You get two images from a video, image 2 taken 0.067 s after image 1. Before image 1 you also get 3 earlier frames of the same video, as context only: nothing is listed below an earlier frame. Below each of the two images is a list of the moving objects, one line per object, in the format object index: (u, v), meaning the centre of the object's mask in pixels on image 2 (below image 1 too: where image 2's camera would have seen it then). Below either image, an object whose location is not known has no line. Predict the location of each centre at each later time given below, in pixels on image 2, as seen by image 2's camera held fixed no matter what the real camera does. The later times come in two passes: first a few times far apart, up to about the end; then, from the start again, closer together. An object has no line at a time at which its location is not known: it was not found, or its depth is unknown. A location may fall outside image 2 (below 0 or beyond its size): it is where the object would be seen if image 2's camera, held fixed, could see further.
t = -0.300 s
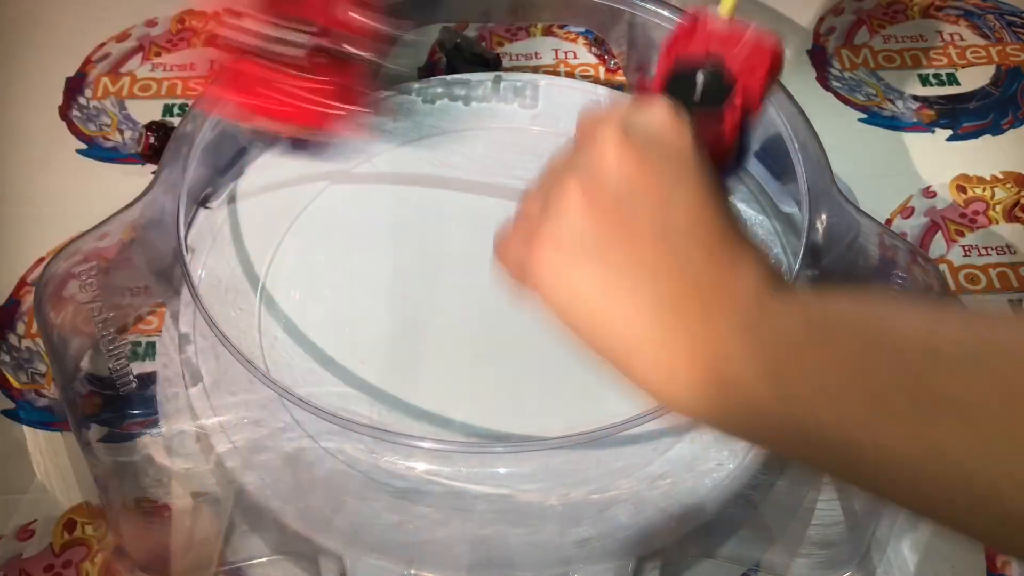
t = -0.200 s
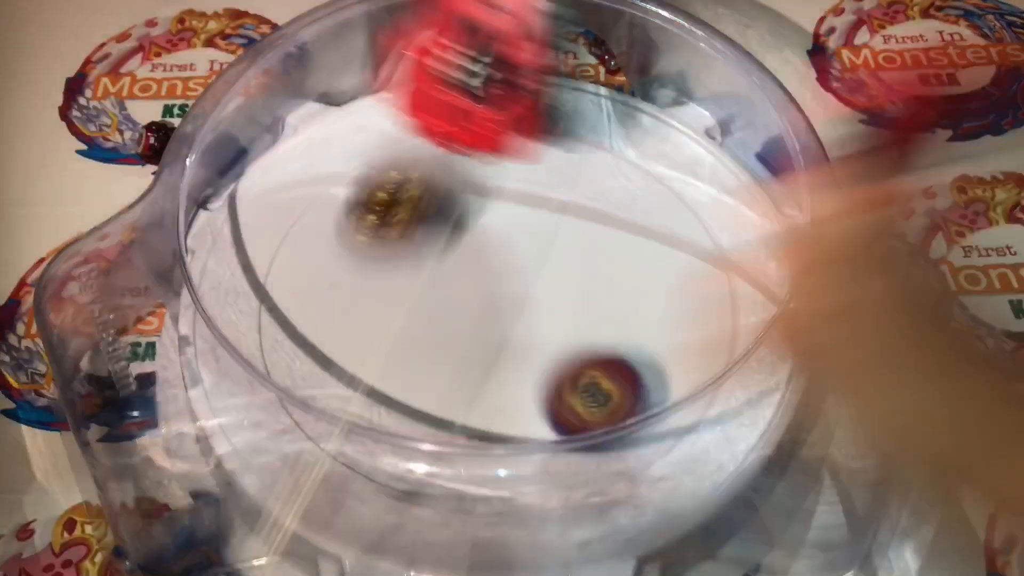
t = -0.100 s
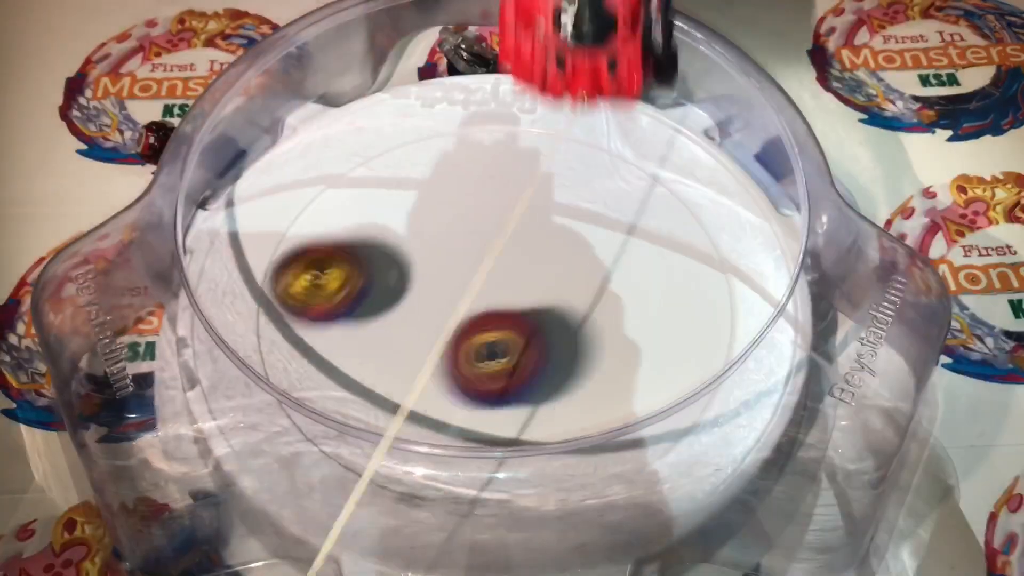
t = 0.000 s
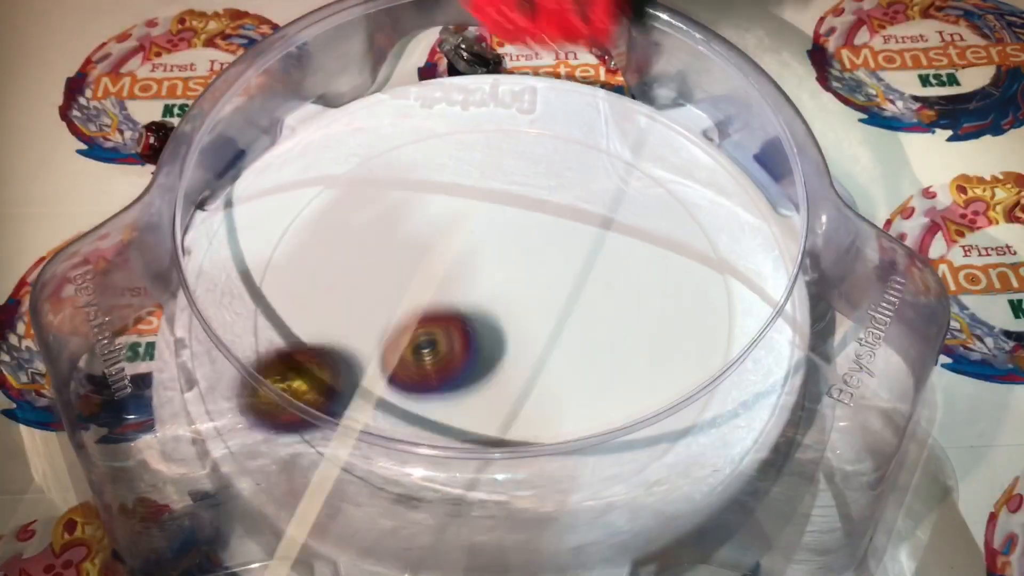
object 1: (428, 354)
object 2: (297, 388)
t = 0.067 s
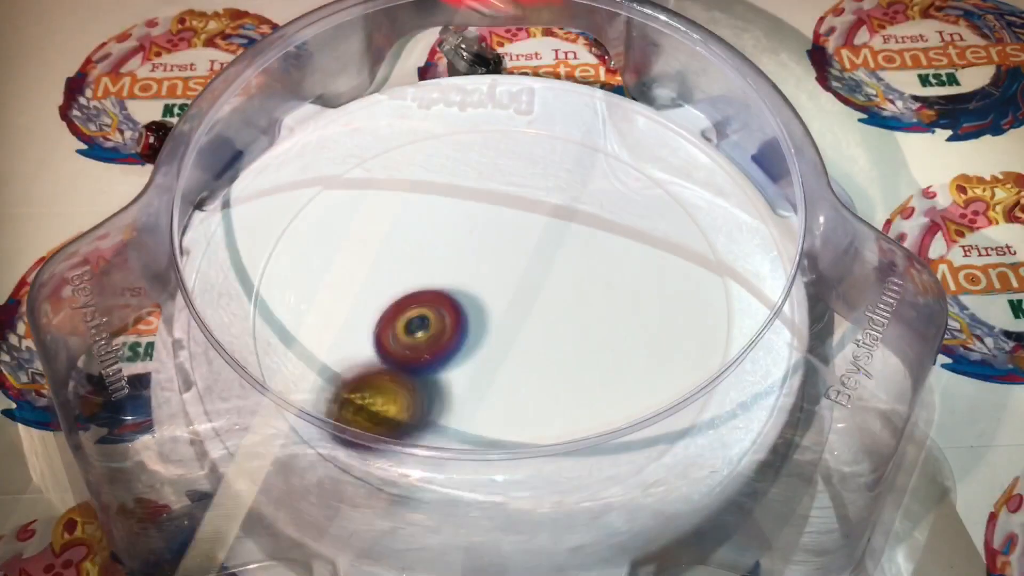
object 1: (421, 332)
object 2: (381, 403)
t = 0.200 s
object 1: (426, 289)
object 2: (570, 406)
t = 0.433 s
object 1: (472, 305)
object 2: (707, 177)
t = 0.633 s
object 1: (514, 396)
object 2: (464, 66)
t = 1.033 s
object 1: (580, 207)
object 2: (573, 498)
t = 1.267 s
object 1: (302, 221)
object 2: (685, 221)
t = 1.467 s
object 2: (358, 121)
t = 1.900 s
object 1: (570, 152)
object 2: (560, 389)
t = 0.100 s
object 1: (420, 317)
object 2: (422, 412)
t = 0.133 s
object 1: (420, 307)
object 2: (469, 417)
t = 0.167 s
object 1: (422, 296)
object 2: (520, 416)
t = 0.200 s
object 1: (426, 289)
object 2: (570, 406)
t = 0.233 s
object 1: (432, 283)
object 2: (619, 390)
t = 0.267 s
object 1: (439, 280)
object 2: (663, 362)
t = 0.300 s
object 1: (446, 279)
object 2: (695, 331)
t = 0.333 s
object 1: (453, 281)
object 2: (719, 294)
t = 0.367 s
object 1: (460, 286)
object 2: (727, 251)
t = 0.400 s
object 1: (466, 295)
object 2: (722, 214)
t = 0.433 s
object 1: (472, 305)
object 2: (707, 177)
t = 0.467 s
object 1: (476, 316)
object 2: (687, 143)
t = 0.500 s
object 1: (481, 330)
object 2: (656, 114)
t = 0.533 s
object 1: (485, 347)
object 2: (613, 97)
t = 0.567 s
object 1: (491, 365)
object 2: (567, 83)
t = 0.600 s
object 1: (501, 382)
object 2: (515, 72)
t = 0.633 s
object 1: (514, 396)
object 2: (464, 66)
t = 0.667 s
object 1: (531, 405)
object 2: (410, 68)
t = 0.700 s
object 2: (385, 101)
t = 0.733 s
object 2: (360, 143)
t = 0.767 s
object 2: (336, 192)
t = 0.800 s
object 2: (318, 243)
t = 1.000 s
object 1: (612, 228)
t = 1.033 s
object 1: (580, 207)
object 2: (573, 498)
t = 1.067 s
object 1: (545, 191)
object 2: (647, 477)
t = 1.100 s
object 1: (506, 180)
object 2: (707, 440)
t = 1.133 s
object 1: (465, 176)
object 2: (764, 395)
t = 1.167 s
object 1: (422, 177)
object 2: (787, 347)
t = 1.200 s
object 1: (381, 184)
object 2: (789, 286)
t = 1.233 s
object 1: (339, 200)
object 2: (738, 252)
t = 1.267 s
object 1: (302, 221)
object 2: (685, 221)
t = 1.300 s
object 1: (269, 251)
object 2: (632, 191)
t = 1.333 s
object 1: (252, 283)
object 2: (577, 163)
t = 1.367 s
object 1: (248, 319)
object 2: (520, 141)
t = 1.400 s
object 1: (235, 363)
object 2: (461, 120)
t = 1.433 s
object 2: (407, 112)
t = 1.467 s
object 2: (358, 121)
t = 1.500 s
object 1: (304, 462)
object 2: (308, 145)
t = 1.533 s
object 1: (356, 451)
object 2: (263, 164)
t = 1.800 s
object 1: (618, 244)
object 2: (364, 452)
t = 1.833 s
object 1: (609, 210)
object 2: (432, 440)
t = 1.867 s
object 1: (594, 179)
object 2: (499, 415)
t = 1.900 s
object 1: (570, 152)
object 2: (560, 389)
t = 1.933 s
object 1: (543, 128)
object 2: (613, 350)
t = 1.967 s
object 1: (509, 107)
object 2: (657, 305)
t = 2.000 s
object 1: (473, 96)
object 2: (686, 257)
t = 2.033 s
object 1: (434, 86)
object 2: (706, 212)
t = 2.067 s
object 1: (397, 79)
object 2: (712, 164)
